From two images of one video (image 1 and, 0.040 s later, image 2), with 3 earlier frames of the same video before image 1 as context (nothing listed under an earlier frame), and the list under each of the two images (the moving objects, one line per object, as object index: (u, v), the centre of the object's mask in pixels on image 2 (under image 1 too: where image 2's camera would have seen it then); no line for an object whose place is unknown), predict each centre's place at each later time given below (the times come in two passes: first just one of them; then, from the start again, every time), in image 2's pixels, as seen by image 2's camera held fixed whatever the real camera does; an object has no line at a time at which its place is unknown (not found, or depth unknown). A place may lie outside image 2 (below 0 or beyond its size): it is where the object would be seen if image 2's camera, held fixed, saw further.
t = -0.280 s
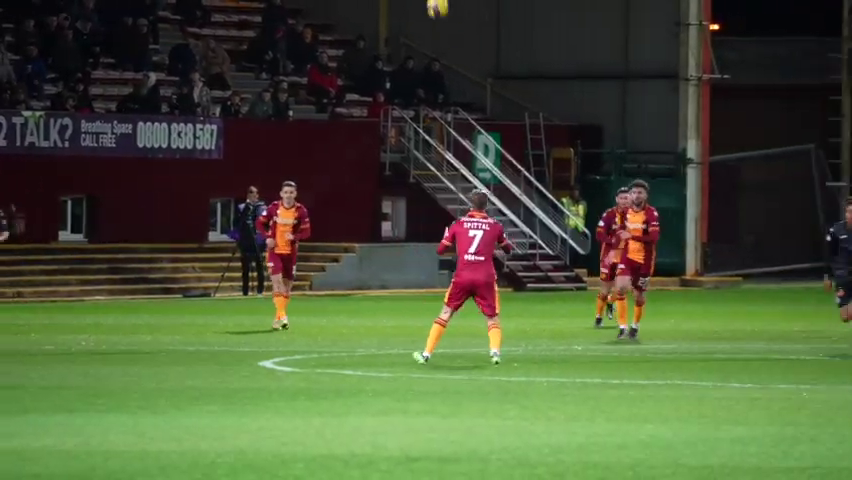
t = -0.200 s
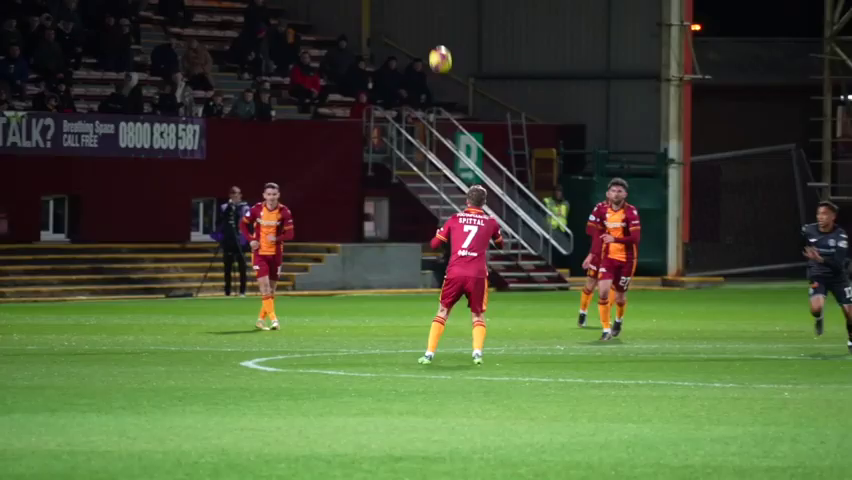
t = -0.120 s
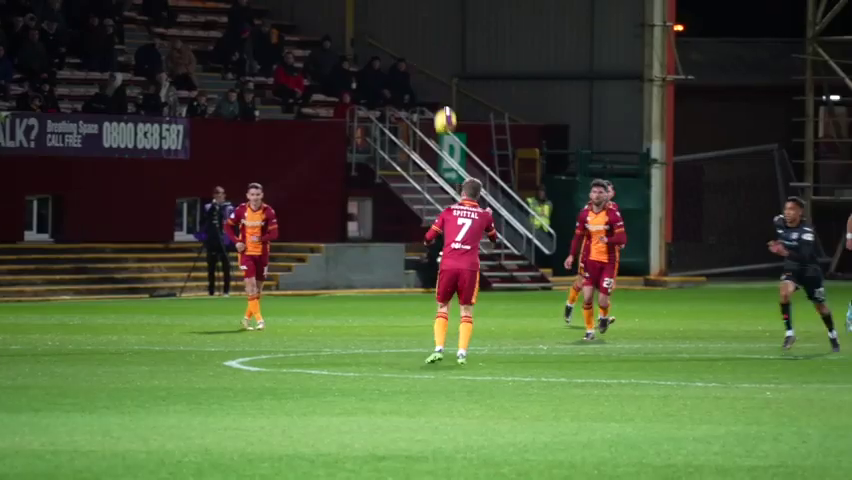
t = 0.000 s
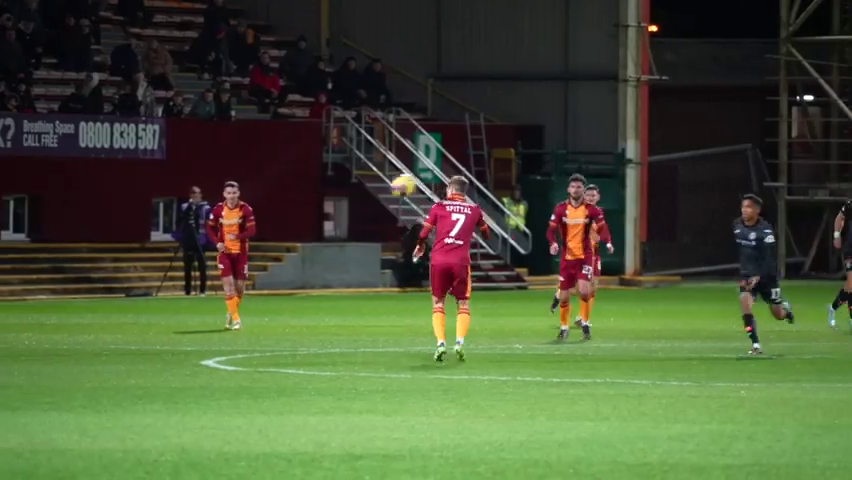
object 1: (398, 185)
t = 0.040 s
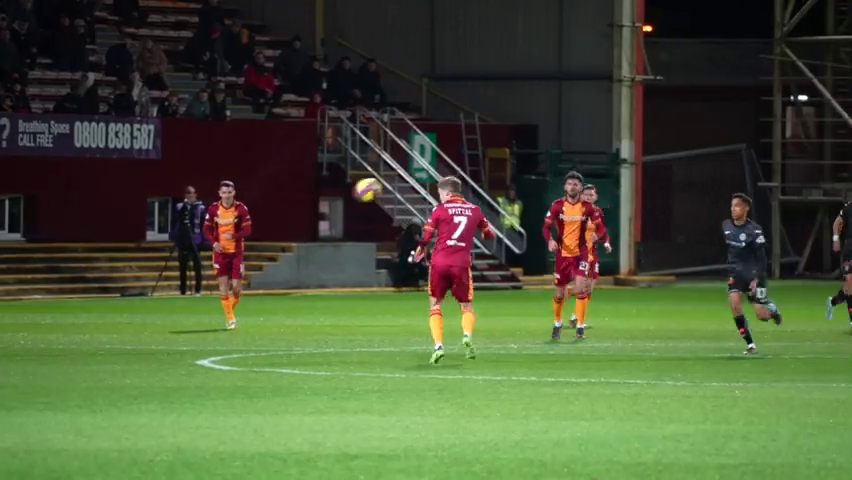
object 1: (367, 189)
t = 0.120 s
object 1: (306, 205)
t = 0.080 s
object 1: (337, 196)
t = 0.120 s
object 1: (306, 205)
